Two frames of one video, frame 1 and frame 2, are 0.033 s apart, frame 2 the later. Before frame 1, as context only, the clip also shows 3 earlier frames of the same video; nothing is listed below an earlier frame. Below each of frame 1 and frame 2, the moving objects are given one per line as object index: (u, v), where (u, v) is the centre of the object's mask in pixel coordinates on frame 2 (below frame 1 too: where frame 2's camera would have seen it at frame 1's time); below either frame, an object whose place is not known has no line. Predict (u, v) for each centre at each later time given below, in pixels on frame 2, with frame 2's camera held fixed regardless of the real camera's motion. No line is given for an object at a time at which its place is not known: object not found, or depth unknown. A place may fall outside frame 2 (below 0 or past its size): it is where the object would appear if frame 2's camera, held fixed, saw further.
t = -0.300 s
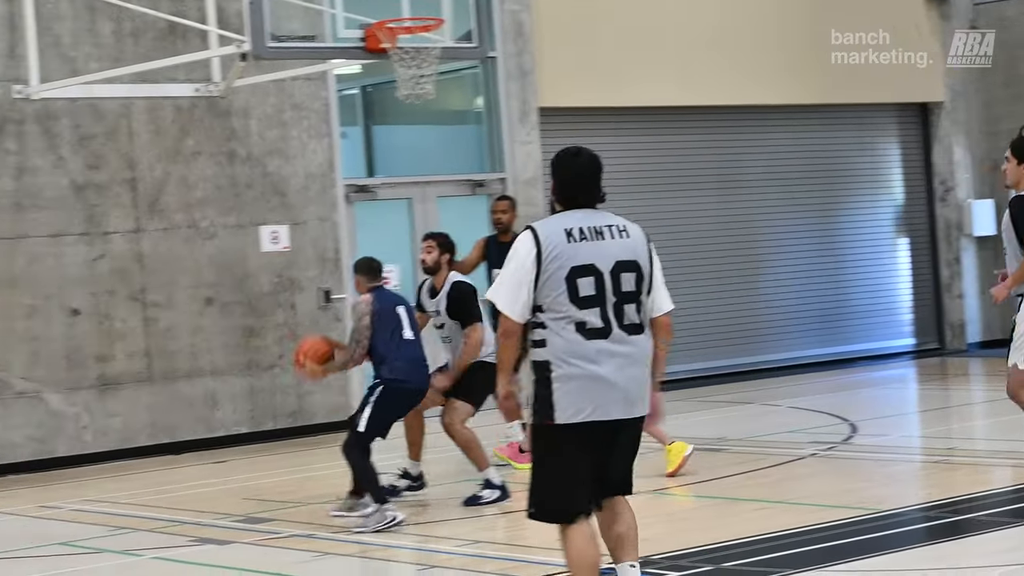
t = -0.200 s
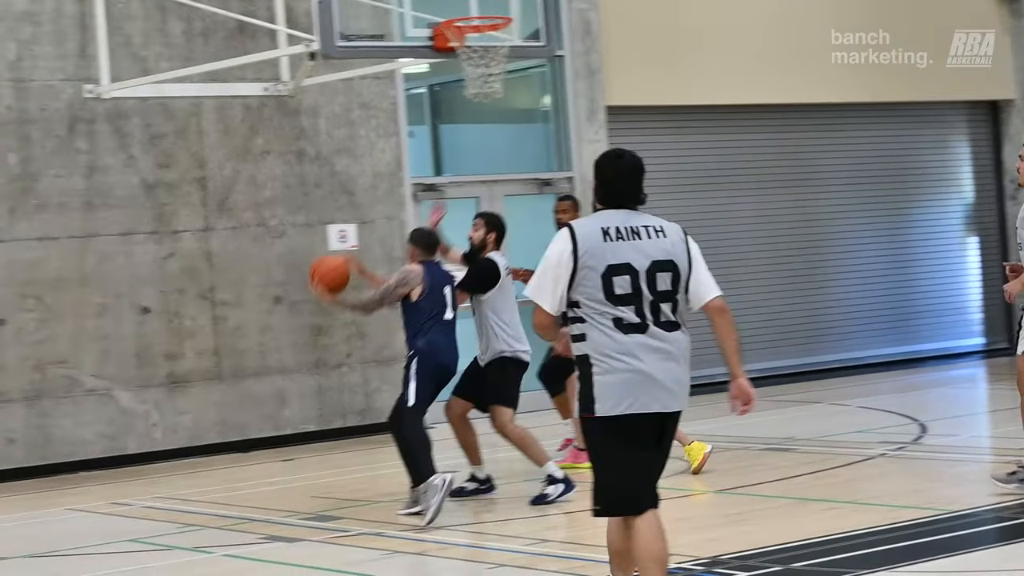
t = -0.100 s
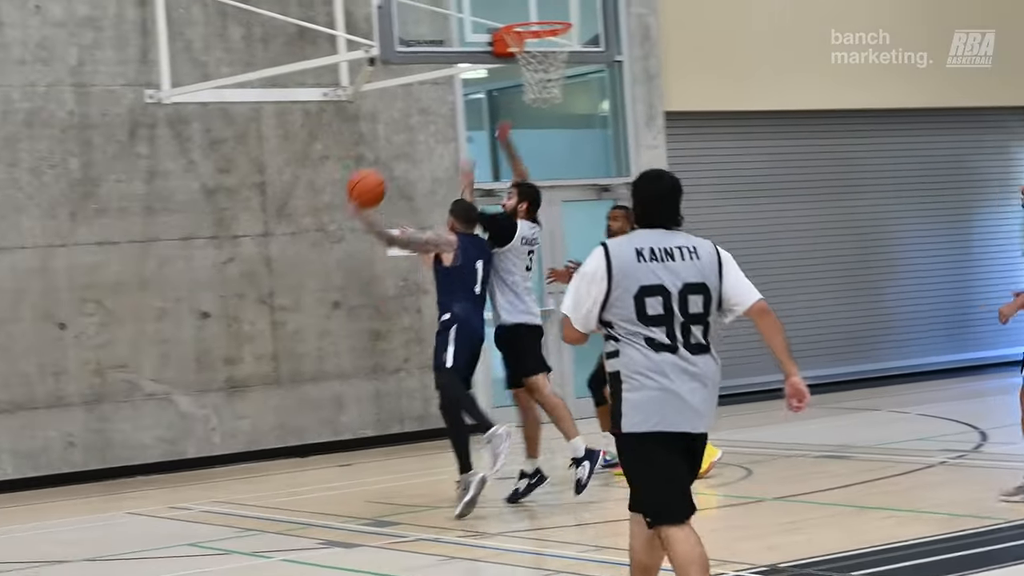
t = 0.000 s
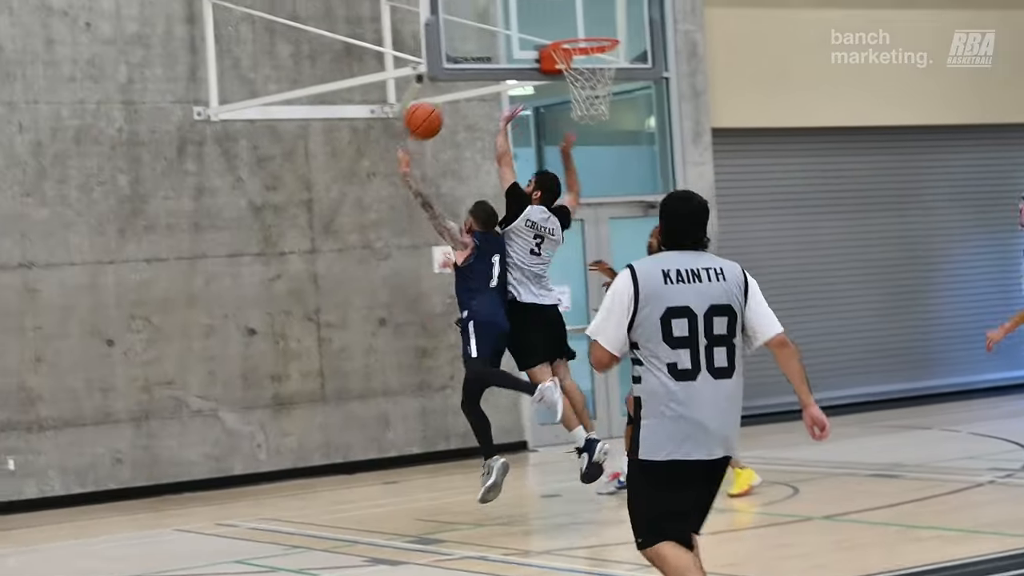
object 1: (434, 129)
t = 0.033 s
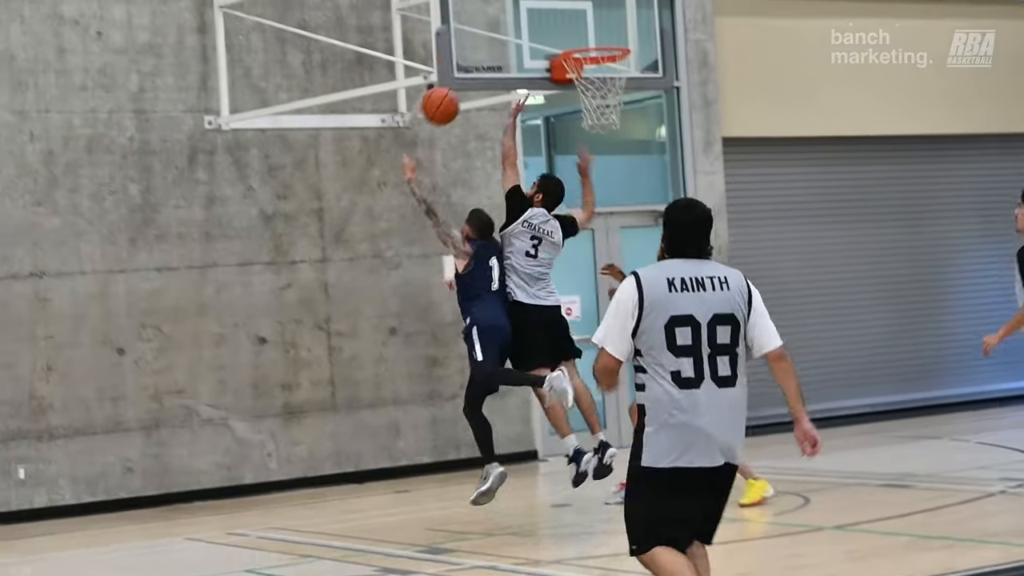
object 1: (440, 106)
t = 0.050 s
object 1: (443, 95)
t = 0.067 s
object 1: (446, 85)
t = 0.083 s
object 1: (449, 74)
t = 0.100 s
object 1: (452, 65)
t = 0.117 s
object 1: (455, 55)
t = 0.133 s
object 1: (457, 46)
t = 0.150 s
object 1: (460, 38)
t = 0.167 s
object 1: (463, 30)
